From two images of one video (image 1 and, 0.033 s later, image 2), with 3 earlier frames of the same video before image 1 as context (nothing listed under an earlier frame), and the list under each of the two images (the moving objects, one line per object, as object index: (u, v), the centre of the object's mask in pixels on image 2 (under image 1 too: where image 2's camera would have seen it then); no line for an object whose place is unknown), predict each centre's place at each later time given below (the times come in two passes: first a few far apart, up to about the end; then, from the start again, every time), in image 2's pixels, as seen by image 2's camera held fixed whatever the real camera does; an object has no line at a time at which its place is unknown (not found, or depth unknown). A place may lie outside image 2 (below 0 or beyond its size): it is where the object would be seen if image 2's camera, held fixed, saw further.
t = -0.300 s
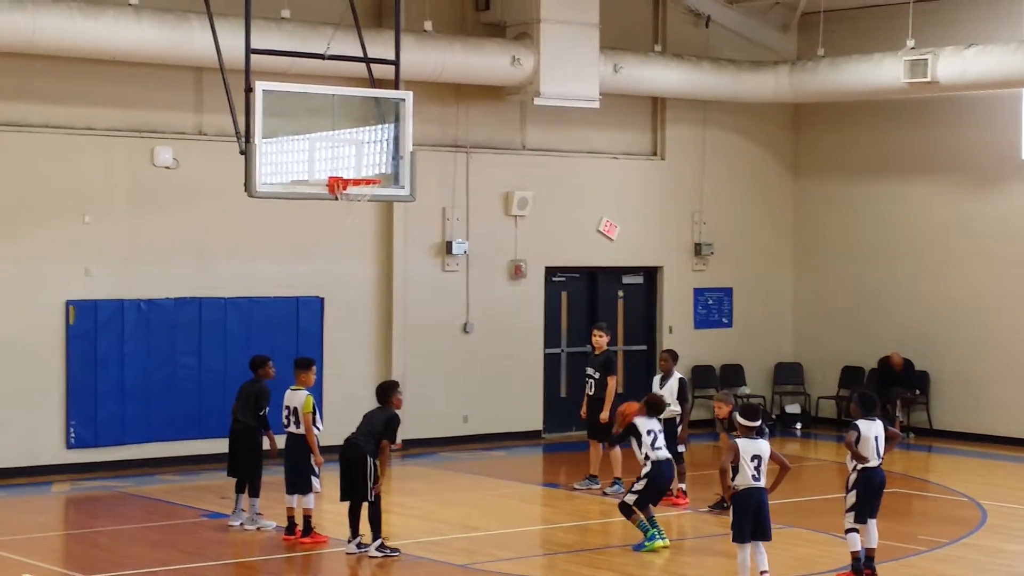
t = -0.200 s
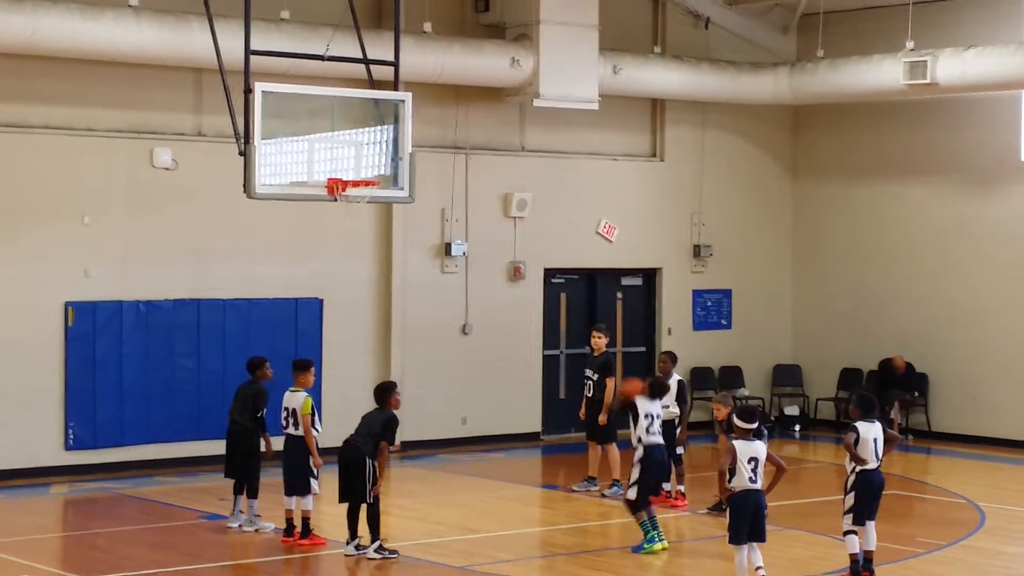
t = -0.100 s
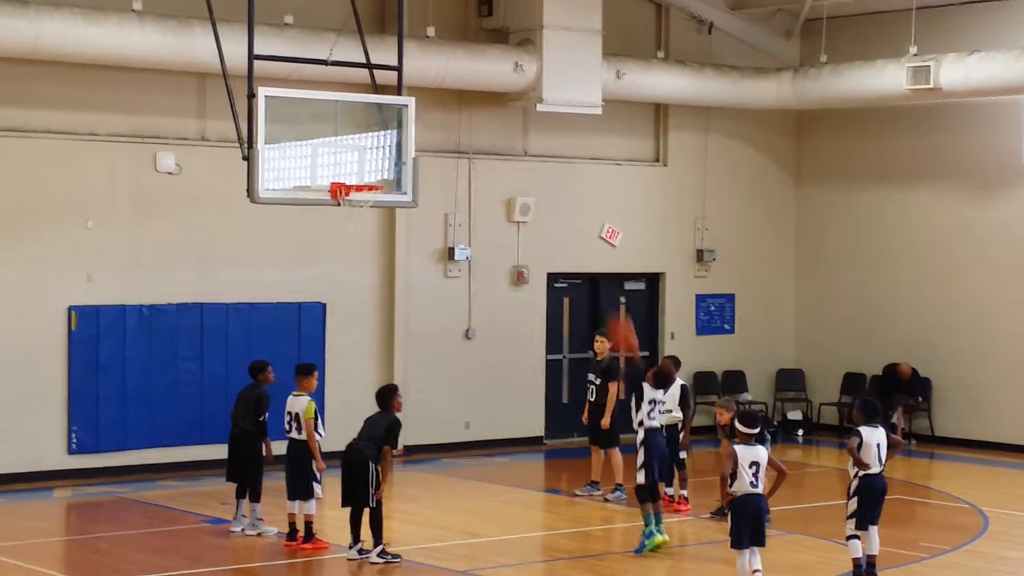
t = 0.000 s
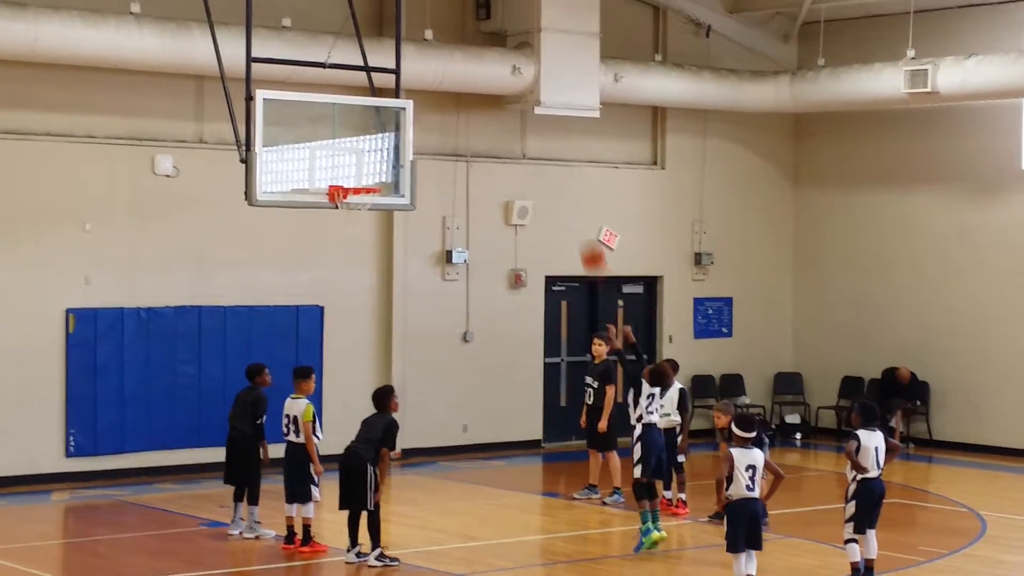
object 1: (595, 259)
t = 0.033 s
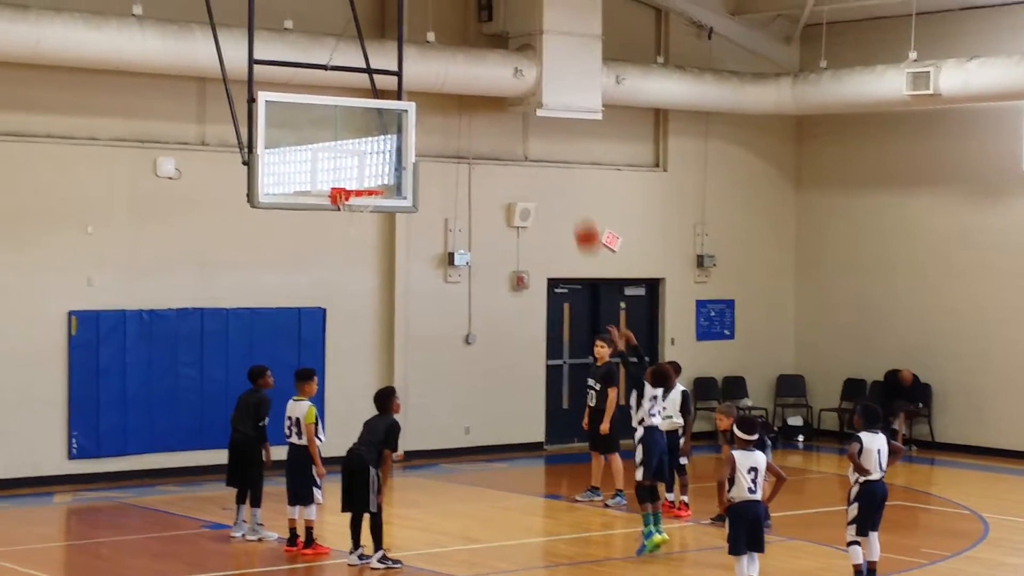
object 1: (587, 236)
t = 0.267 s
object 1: (530, 113)
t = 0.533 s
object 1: (470, 54)
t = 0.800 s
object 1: (414, 75)
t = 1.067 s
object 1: (361, 161)
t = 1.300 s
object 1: (375, 139)
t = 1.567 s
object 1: (413, 136)
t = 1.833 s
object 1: (448, 205)
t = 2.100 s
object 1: (487, 347)
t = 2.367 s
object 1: (514, 462)
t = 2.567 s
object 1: (517, 362)
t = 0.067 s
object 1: (579, 216)
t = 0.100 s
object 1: (571, 195)
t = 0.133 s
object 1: (562, 175)
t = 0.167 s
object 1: (554, 158)
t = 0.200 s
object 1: (547, 141)
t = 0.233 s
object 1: (539, 128)
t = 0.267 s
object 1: (530, 113)
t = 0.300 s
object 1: (524, 102)
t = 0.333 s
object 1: (517, 92)
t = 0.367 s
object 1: (509, 81)
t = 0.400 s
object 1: (501, 73)
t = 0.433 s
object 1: (493, 66)
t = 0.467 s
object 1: (486, 61)
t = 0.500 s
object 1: (478, 57)
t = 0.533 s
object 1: (470, 54)
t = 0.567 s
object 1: (463, 53)
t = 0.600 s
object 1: (456, 53)
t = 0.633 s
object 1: (450, 53)
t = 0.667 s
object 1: (442, 55)
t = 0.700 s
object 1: (435, 58)
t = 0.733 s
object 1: (428, 61)
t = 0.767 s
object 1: (421, 68)
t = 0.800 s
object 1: (414, 75)
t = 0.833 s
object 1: (408, 81)
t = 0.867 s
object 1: (400, 90)
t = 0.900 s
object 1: (394, 98)
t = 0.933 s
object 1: (386, 110)
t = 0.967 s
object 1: (380, 122)
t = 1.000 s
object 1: (375, 131)
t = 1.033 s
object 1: (369, 146)
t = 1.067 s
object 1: (361, 161)
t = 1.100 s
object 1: (355, 177)
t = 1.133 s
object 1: (353, 176)
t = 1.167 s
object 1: (357, 166)
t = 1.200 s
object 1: (361, 158)
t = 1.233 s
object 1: (366, 150)
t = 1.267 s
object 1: (370, 144)
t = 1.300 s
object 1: (375, 139)
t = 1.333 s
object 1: (380, 135)
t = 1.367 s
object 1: (385, 132)
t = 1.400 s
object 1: (389, 131)
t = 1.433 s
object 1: (394, 130)
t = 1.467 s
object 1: (397, 130)
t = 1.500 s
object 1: (401, 131)
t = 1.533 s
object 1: (407, 133)
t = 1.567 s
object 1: (413, 136)
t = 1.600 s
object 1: (417, 142)
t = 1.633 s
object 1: (421, 148)
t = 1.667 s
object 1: (425, 154)
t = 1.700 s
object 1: (430, 162)
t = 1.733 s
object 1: (435, 170)
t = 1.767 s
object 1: (440, 180)
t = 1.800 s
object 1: (444, 192)
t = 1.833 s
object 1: (448, 205)
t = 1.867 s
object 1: (453, 217)
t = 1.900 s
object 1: (457, 232)
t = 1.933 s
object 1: (463, 248)
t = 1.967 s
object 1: (469, 267)
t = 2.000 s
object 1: (472, 284)
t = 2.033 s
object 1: (477, 305)
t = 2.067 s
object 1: (481, 324)
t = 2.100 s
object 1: (487, 347)
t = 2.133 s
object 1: (490, 369)
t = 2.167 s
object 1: (495, 393)
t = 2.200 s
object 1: (499, 416)
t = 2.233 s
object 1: (504, 443)
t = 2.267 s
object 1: (508, 471)
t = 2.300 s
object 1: (513, 499)
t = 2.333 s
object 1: (514, 484)
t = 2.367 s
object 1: (514, 462)
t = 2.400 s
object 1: (515, 444)
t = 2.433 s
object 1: (516, 425)
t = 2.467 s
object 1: (516, 408)
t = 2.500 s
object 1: (516, 392)
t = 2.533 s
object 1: (516, 375)
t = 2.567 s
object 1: (517, 362)
